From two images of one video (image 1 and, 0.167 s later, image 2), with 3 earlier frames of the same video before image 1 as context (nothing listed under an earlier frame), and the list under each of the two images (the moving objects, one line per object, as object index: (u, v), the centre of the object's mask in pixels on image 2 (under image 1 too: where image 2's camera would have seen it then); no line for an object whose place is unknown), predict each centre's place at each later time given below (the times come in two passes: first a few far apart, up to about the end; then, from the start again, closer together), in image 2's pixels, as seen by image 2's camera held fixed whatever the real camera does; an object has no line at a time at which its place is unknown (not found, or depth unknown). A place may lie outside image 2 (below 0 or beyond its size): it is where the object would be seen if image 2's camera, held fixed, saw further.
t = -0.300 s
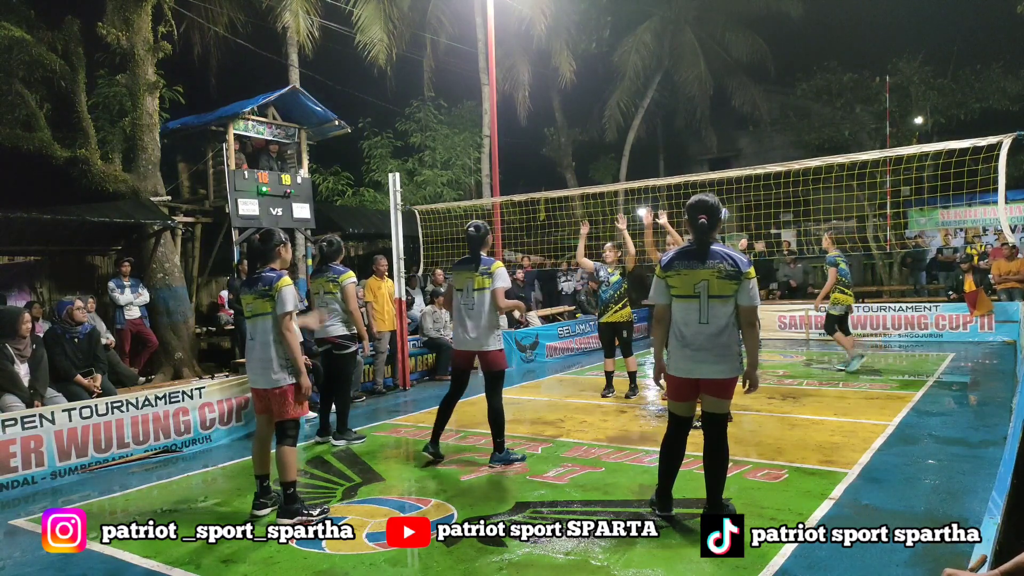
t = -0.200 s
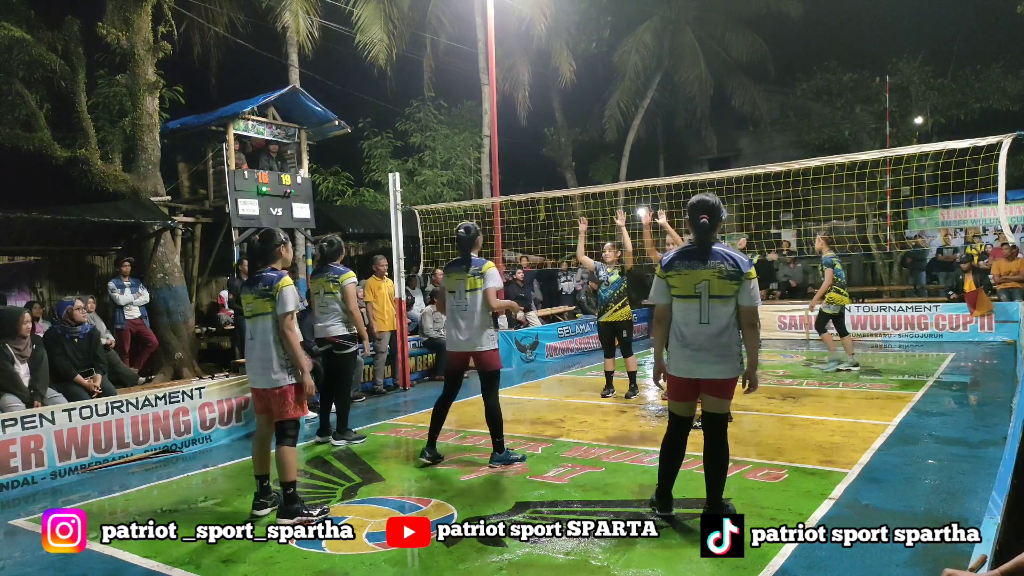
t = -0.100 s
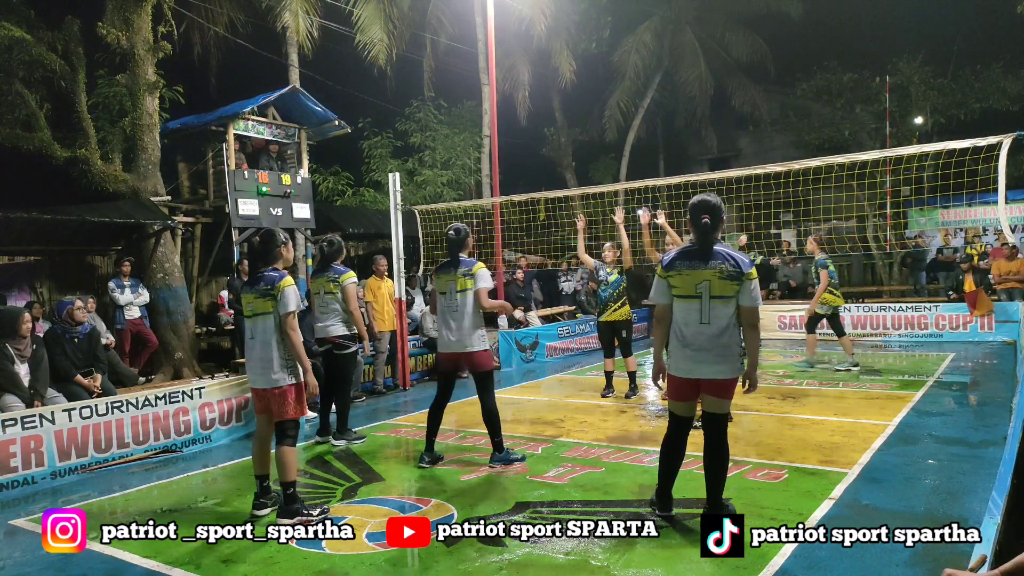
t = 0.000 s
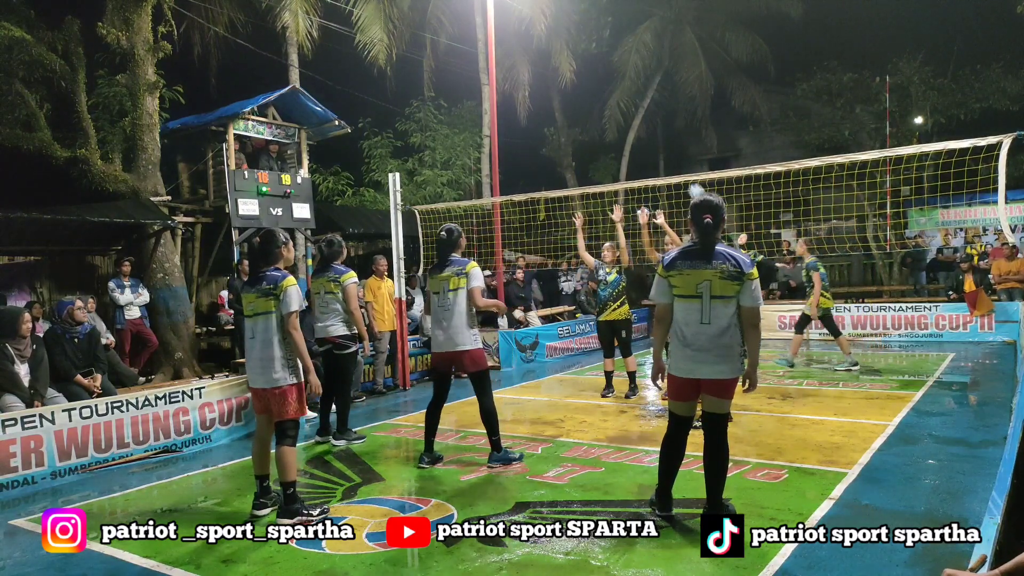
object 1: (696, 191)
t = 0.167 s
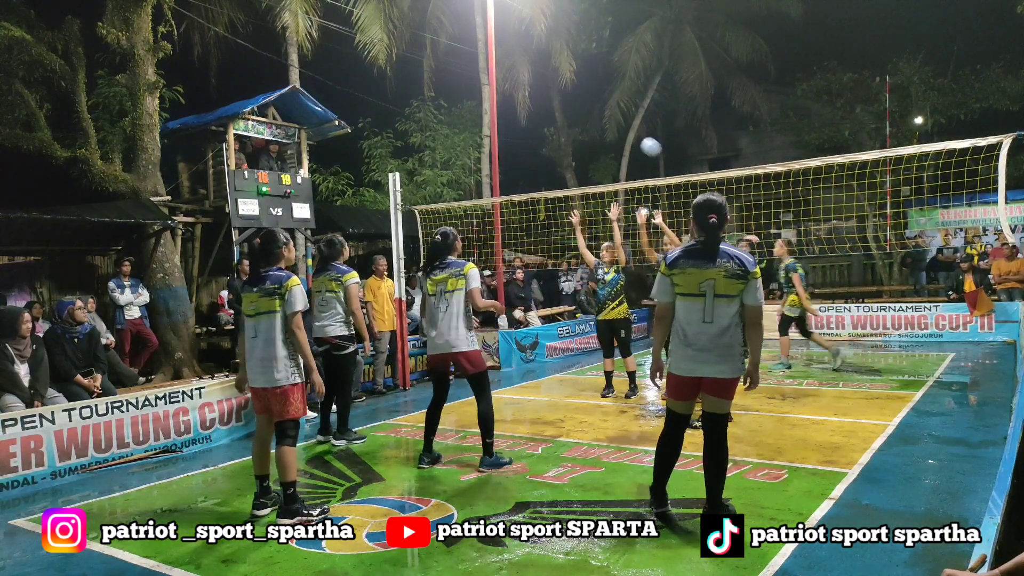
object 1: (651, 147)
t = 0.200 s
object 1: (640, 140)
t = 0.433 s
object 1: (556, 112)
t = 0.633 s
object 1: (468, 126)
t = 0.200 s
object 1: (640, 140)
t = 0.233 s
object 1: (629, 134)
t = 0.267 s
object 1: (618, 128)
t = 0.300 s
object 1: (607, 123)
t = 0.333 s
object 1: (595, 119)
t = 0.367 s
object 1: (582, 116)
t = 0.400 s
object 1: (568, 114)
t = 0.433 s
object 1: (556, 112)
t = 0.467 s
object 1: (542, 111)
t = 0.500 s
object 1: (529, 112)
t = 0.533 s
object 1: (514, 114)
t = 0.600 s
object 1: (483, 122)
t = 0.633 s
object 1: (468, 126)
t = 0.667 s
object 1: (450, 135)
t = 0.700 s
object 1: (433, 144)
